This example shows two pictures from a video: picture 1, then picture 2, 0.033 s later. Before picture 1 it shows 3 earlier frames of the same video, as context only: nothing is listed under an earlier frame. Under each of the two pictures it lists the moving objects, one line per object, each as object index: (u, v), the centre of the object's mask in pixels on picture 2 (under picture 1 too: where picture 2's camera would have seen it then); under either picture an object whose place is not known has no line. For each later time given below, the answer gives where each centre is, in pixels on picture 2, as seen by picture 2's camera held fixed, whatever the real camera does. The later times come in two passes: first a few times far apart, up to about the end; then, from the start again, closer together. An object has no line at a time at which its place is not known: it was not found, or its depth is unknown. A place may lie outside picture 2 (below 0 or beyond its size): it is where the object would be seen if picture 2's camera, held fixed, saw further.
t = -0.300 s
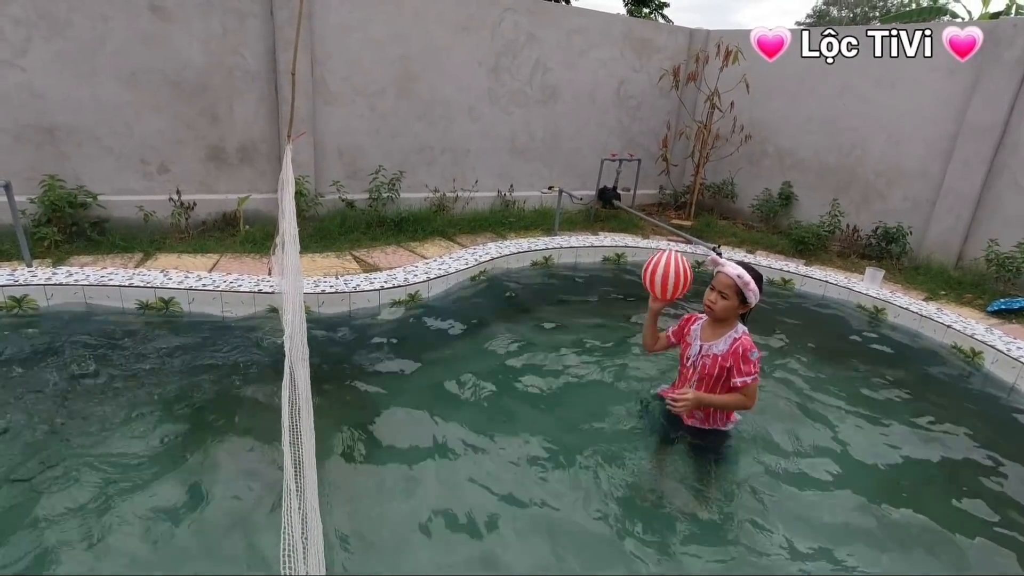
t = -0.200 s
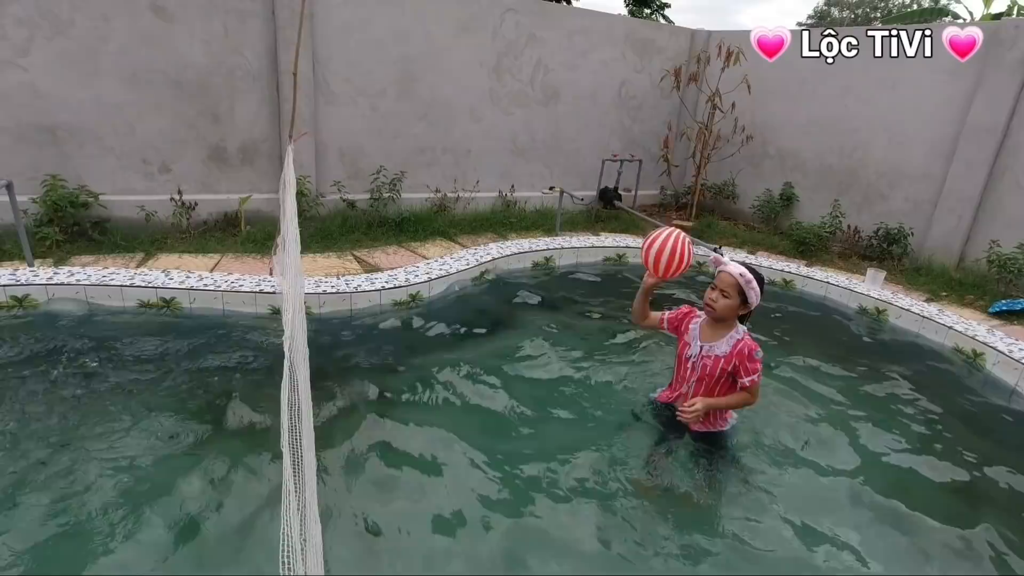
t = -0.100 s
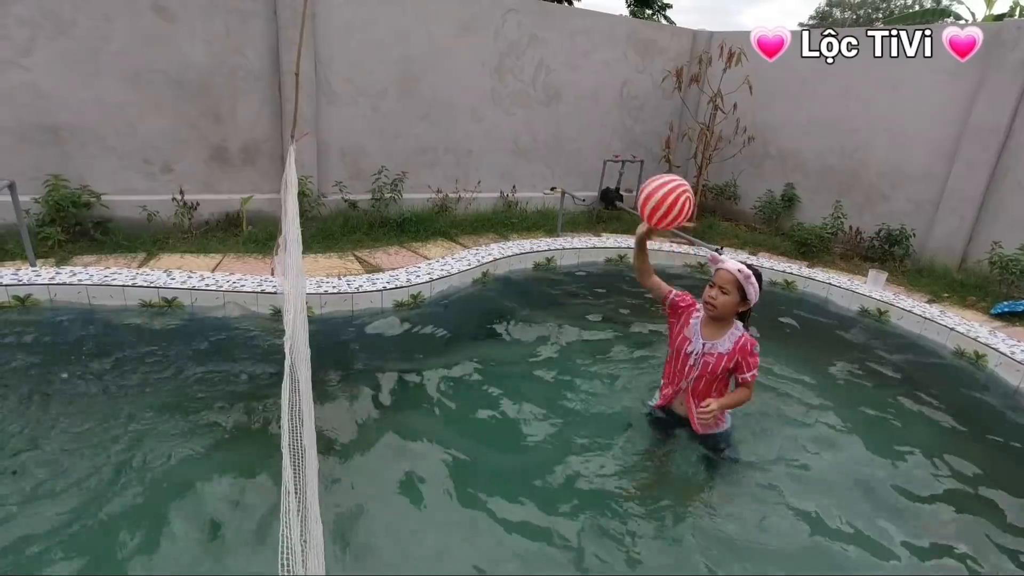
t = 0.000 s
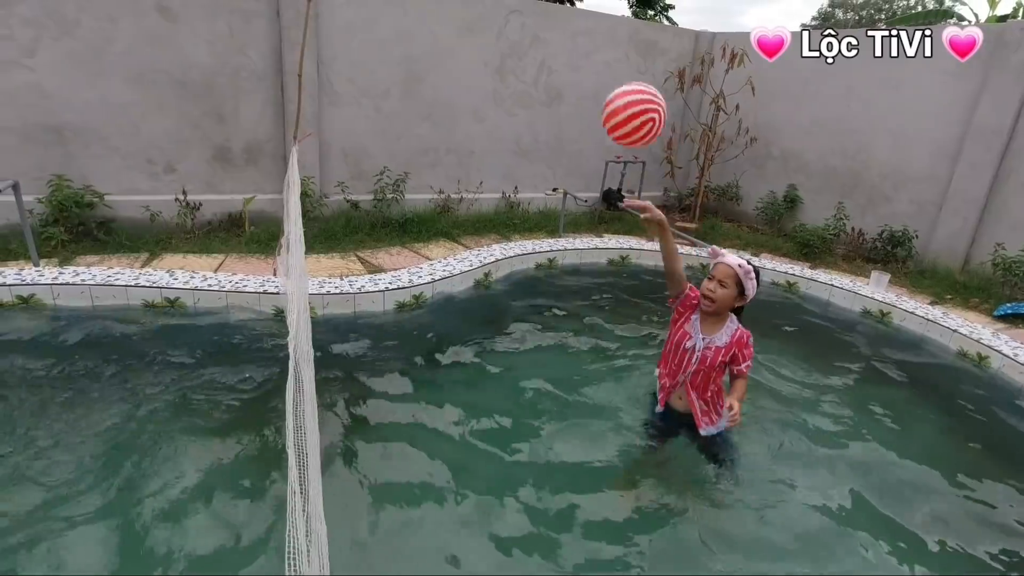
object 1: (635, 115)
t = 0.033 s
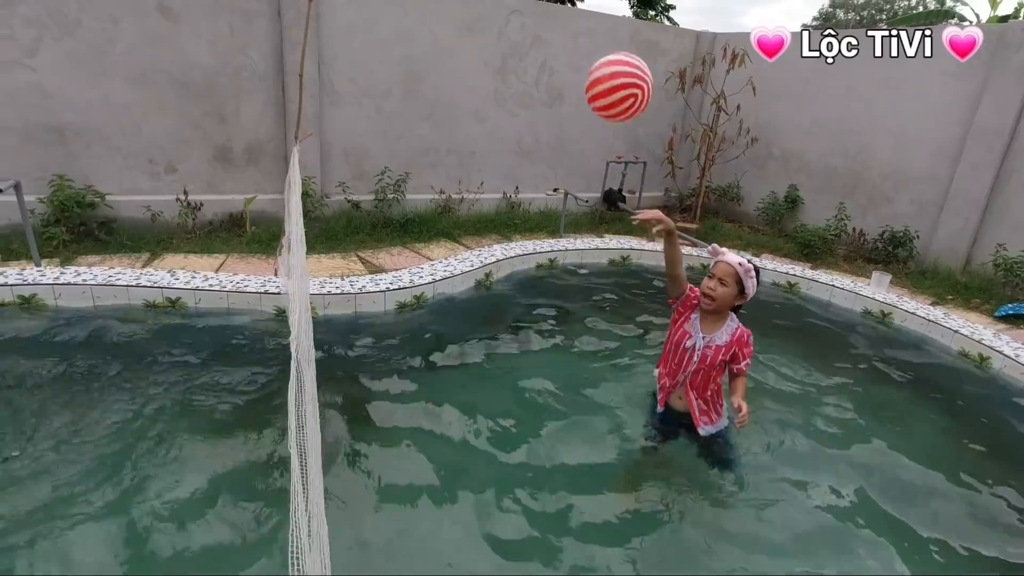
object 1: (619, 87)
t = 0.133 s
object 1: (557, 25)
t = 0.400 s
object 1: (296, 20)
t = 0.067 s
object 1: (600, 60)
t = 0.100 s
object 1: (580, 37)
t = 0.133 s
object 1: (557, 25)
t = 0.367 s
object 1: (338, 12)
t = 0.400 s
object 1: (296, 20)
